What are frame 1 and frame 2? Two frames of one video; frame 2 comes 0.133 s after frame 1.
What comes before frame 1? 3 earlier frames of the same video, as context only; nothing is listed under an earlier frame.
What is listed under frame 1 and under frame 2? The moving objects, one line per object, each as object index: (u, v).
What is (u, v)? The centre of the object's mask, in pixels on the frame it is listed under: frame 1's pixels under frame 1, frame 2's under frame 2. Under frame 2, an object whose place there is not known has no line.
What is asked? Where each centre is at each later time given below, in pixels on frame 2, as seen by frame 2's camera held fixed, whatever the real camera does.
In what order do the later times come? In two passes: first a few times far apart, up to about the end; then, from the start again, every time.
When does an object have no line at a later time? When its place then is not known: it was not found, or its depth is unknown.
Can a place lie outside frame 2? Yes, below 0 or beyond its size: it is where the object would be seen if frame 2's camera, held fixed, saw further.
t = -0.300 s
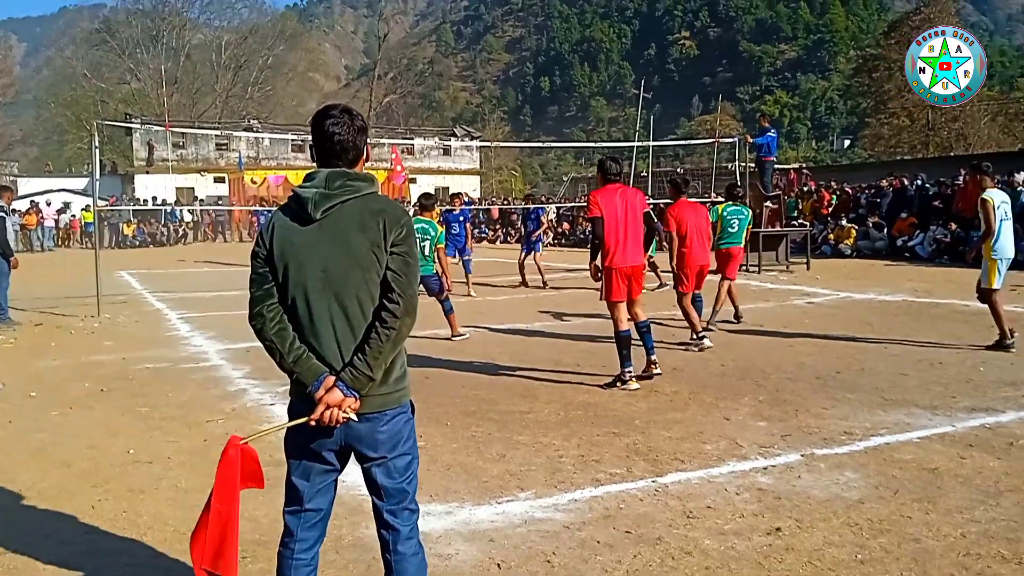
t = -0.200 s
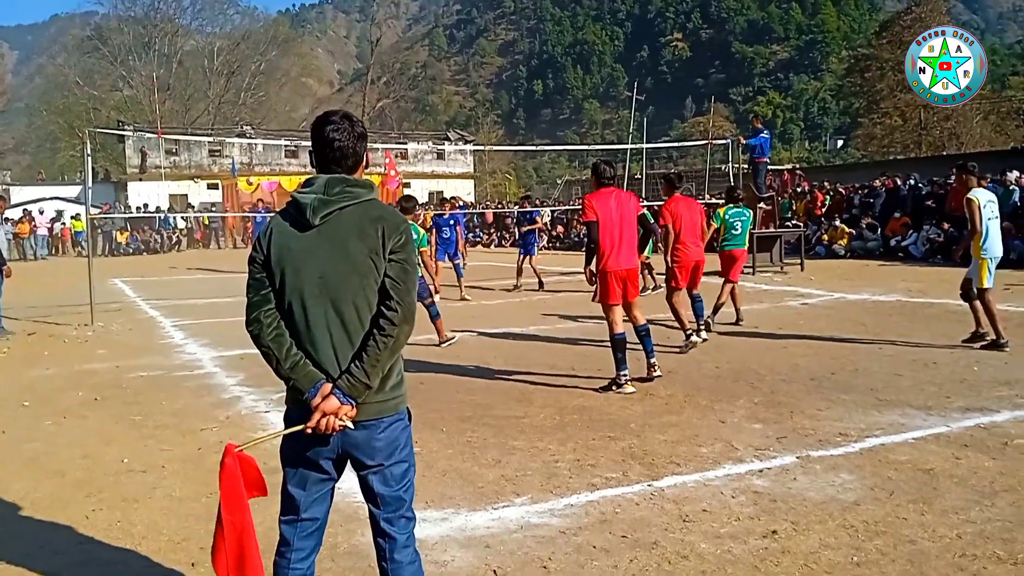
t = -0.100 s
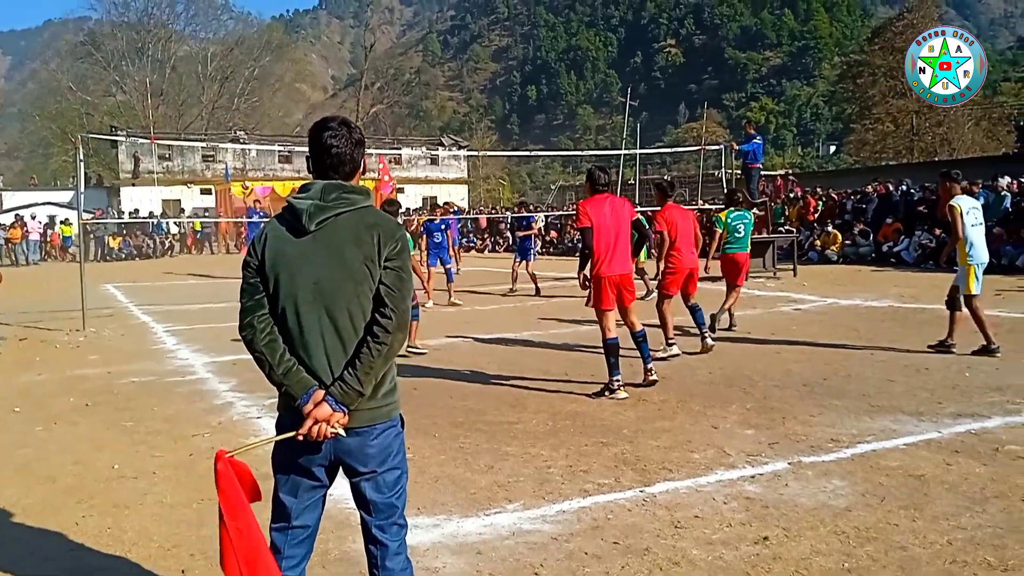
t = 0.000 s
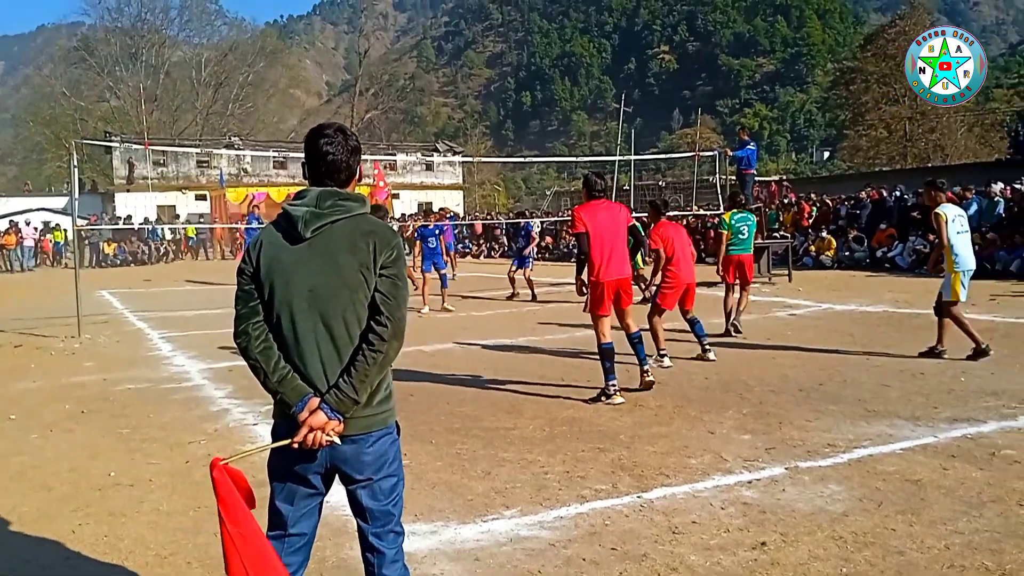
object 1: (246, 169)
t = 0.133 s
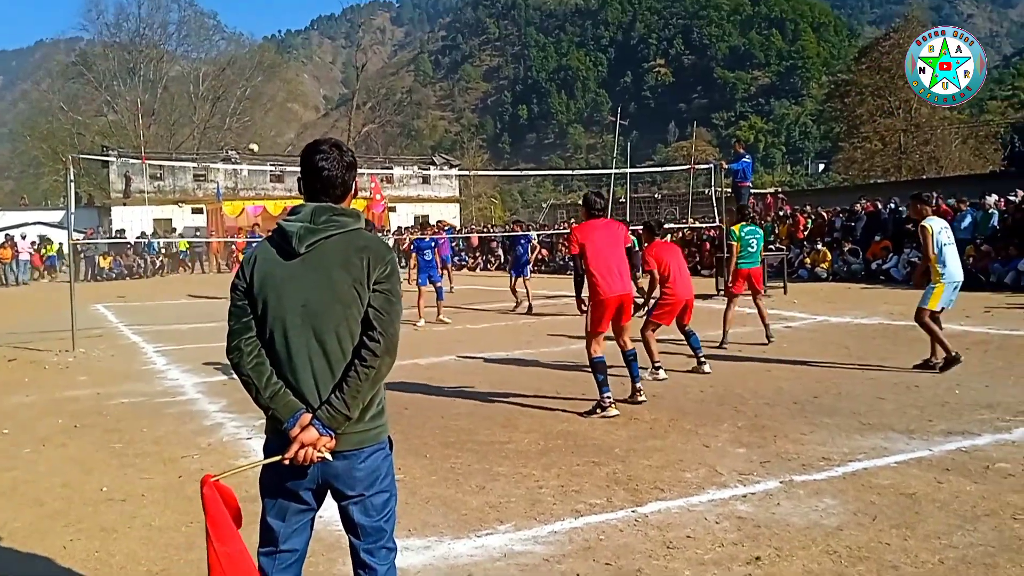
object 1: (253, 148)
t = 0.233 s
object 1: (261, 123)
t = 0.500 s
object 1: (288, 73)
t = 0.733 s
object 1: (318, 47)
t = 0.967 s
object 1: (364, 57)
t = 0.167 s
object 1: (256, 139)
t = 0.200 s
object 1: (258, 131)
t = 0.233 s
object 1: (261, 123)
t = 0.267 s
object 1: (263, 116)
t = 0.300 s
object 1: (266, 109)
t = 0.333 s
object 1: (270, 102)
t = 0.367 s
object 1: (273, 96)
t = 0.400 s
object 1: (277, 89)
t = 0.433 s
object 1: (280, 83)
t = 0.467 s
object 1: (283, 77)
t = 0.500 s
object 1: (288, 73)
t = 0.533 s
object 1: (291, 68)
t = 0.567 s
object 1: (295, 63)
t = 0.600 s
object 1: (300, 60)
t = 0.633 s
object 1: (304, 56)
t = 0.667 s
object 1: (308, 52)
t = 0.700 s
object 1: (313, 50)
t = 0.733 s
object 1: (318, 47)
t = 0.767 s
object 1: (324, 48)
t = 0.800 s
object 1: (331, 48)
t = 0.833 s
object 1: (338, 48)
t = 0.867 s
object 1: (344, 49)
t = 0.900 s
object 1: (350, 51)
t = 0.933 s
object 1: (357, 53)
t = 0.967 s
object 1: (364, 57)
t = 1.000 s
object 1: (373, 61)
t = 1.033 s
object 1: (381, 69)
